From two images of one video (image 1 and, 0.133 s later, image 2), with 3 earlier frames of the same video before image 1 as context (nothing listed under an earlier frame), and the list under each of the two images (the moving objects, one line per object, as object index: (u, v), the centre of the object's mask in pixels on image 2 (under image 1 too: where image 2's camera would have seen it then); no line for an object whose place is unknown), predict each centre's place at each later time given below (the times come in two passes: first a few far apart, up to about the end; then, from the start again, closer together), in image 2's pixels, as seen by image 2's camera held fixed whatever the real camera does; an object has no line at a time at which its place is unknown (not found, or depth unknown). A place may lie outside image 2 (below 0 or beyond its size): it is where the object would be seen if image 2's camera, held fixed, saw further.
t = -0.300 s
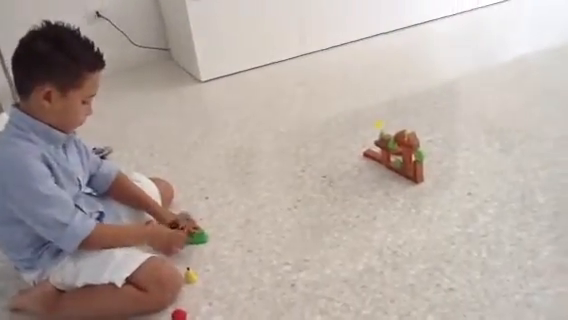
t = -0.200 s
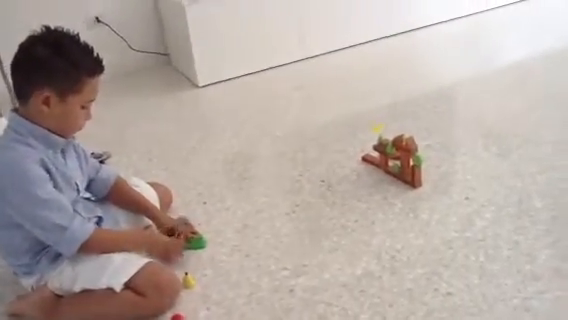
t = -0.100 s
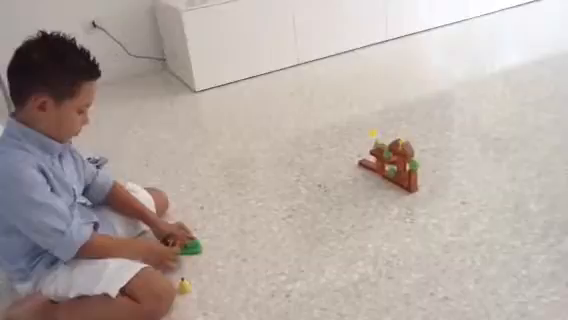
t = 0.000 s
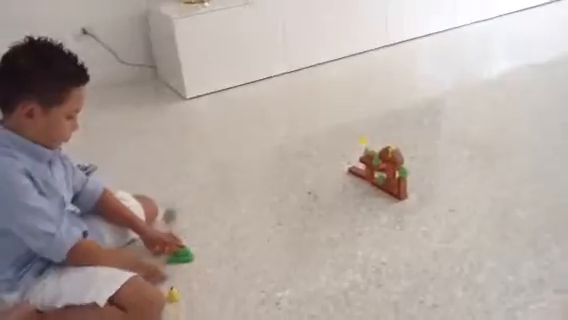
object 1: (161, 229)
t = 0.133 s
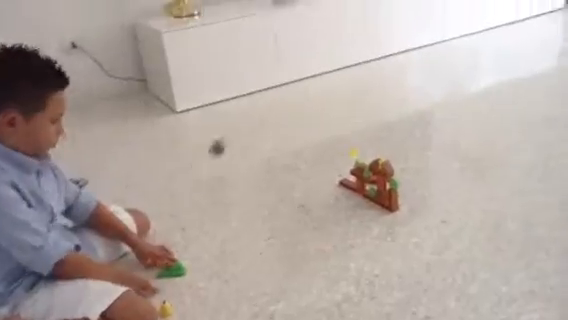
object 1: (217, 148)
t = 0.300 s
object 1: (302, 123)
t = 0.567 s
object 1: (357, 209)
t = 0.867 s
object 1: (299, 273)
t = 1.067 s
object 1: (251, 316)
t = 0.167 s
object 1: (233, 135)
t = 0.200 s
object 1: (250, 127)
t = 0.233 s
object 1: (267, 122)
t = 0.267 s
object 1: (284, 121)
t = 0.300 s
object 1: (302, 123)
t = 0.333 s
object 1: (321, 130)
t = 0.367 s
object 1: (337, 141)
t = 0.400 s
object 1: (353, 154)
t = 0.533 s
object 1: (363, 207)
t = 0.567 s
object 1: (357, 209)
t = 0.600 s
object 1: (351, 213)
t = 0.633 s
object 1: (344, 219)
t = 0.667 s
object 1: (337, 230)
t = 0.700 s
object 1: (330, 237)
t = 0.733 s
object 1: (324, 242)
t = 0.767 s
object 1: (317, 248)
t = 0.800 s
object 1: (311, 258)
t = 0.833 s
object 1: (304, 264)
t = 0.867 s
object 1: (299, 273)
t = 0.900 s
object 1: (292, 281)
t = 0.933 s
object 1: (285, 289)
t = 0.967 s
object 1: (277, 297)
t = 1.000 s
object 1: (270, 306)
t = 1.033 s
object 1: (260, 311)
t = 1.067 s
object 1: (251, 316)
